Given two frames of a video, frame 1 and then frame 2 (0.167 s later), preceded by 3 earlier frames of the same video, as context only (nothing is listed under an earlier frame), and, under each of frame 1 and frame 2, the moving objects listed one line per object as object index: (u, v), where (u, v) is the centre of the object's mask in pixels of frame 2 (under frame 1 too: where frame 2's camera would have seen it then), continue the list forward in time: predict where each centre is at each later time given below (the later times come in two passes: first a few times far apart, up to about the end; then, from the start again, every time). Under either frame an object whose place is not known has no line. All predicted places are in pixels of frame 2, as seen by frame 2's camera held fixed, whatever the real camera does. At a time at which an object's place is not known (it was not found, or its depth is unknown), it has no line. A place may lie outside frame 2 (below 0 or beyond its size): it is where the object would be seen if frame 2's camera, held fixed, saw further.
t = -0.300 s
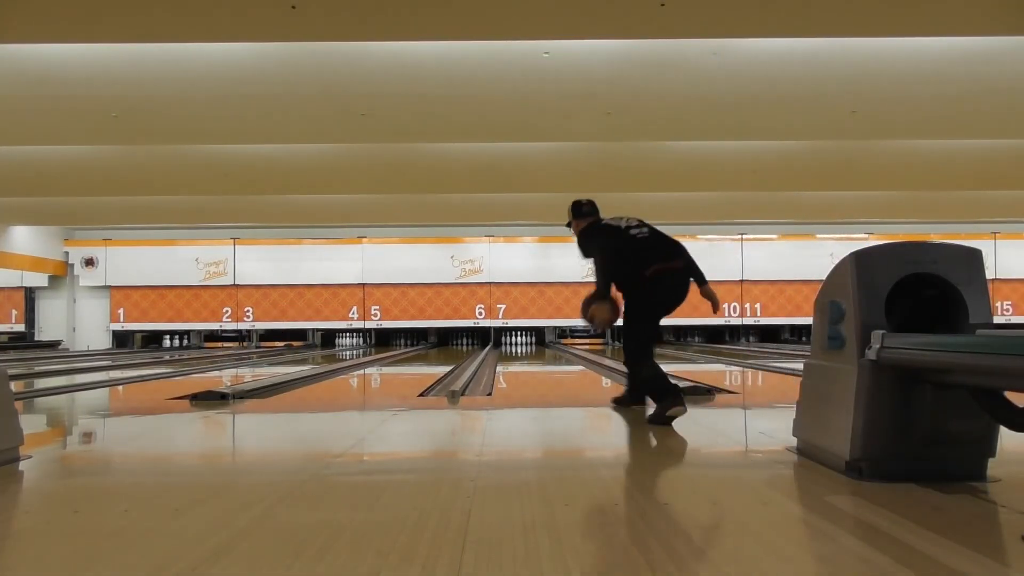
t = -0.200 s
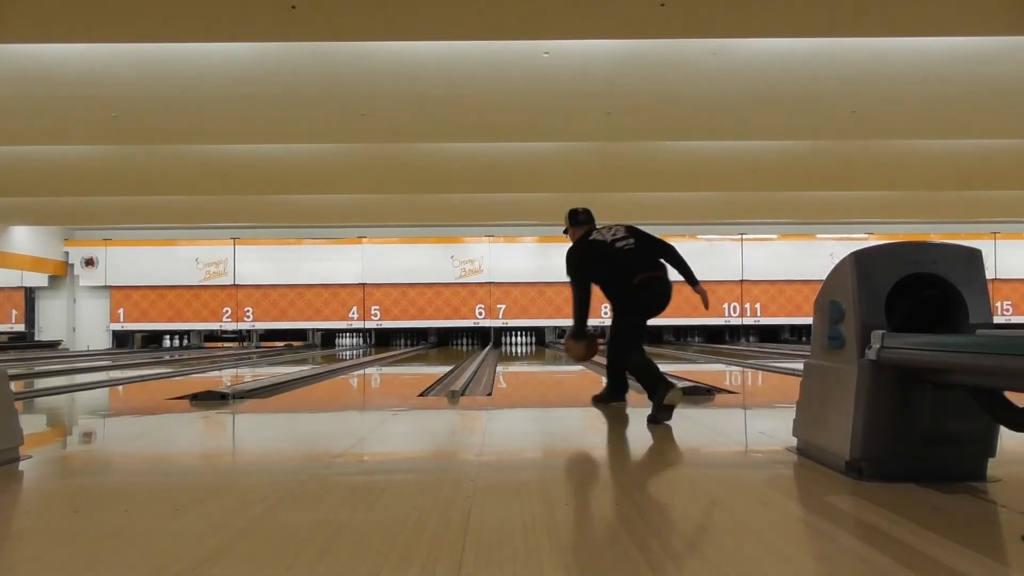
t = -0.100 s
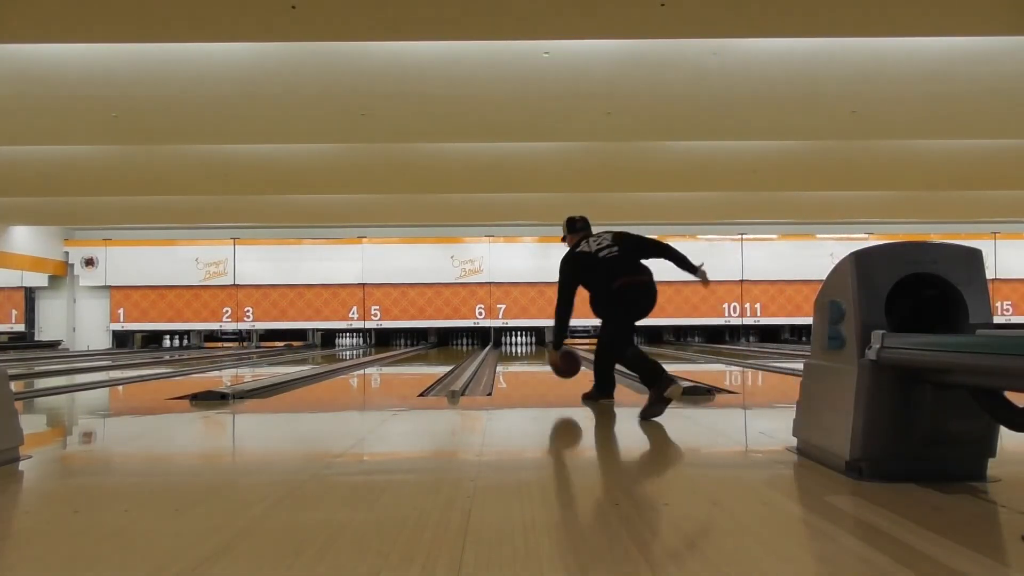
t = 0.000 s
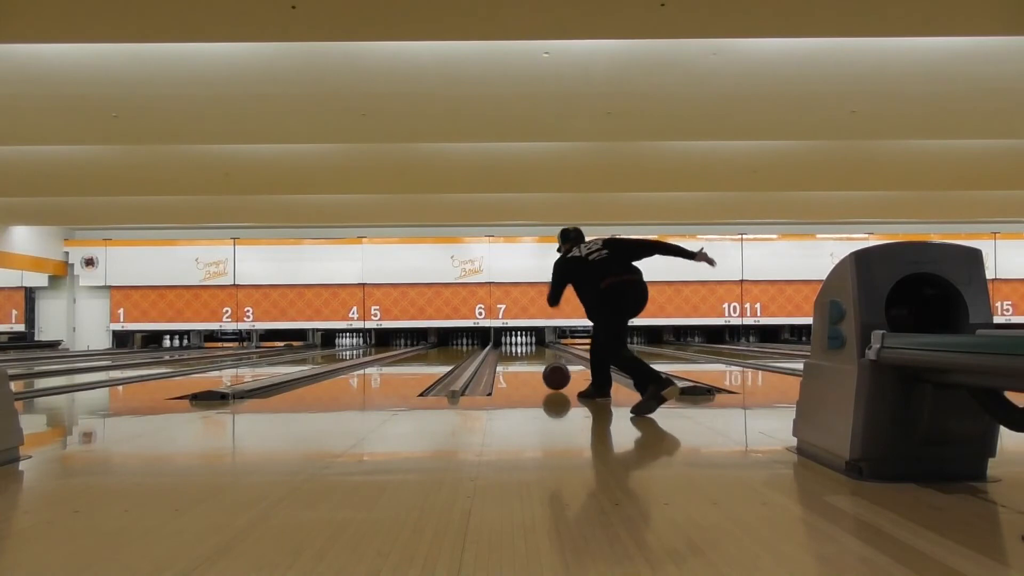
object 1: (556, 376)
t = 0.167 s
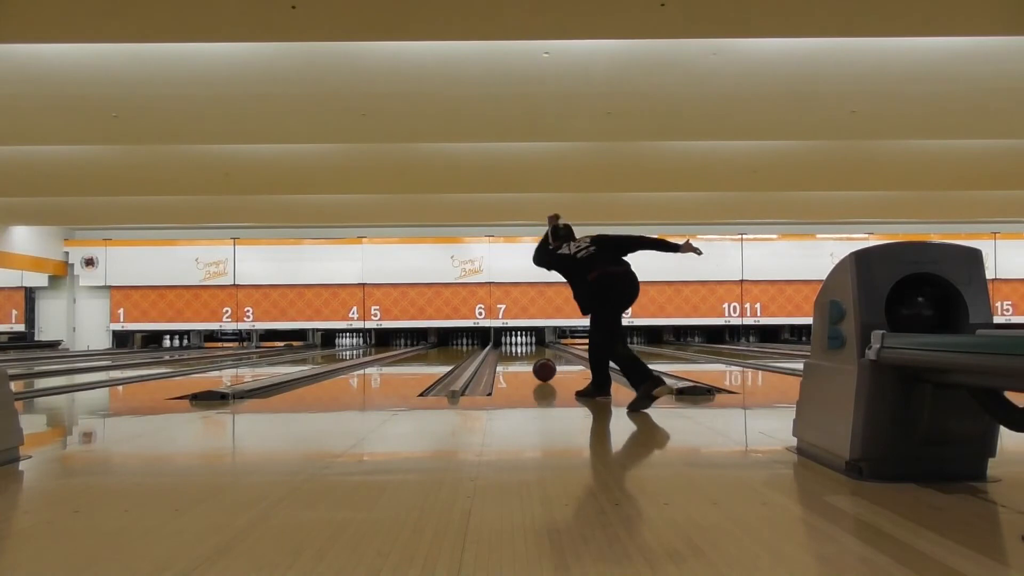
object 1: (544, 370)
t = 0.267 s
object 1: (539, 367)
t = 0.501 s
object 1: (529, 361)
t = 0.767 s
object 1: (521, 355)
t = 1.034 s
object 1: (516, 352)
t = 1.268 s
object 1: (513, 350)
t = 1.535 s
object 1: (510, 347)
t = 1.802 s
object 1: (508, 346)
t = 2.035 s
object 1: (507, 344)
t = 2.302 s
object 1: (507, 344)
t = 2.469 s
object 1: (508, 343)
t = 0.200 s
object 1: (542, 368)
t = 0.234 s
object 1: (540, 368)
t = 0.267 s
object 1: (539, 367)
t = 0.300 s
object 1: (537, 366)
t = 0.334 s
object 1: (535, 364)
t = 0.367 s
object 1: (534, 364)
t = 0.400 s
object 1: (533, 363)
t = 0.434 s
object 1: (531, 362)
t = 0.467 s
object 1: (530, 361)
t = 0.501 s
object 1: (529, 361)
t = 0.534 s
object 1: (528, 361)
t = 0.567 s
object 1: (527, 359)
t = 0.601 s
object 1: (526, 358)
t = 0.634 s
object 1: (525, 358)
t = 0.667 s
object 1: (524, 357)
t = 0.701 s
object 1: (522, 356)
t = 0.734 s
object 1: (522, 356)
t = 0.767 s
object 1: (521, 355)
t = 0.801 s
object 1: (521, 355)
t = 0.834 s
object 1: (520, 355)
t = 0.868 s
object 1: (519, 354)
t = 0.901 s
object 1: (519, 354)
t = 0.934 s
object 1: (518, 353)
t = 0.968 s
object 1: (517, 353)
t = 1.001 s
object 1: (517, 352)
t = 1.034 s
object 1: (516, 352)
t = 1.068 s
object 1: (516, 351)
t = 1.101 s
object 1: (515, 351)
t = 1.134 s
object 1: (515, 351)
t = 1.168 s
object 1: (514, 350)
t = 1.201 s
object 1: (514, 350)
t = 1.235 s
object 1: (513, 350)
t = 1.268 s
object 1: (513, 350)
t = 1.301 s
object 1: (512, 350)
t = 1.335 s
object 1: (512, 349)
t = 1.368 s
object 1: (511, 349)
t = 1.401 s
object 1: (511, 349)
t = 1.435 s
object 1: (511, 348)
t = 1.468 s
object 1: (511, 348)
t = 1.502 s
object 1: (511, 348)
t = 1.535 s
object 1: (510, 347)
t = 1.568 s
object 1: (510, 347)
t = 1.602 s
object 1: (509, 347)
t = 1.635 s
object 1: (509, 347)
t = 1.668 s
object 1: (508, 346)
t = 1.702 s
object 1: (509, 346)
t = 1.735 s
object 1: (509, 346)
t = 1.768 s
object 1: (508, 346)
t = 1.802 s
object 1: (508, 346)
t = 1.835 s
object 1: (508, 346)
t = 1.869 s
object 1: (508, 345)
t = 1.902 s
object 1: (508, 345)
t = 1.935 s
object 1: (507, 345)
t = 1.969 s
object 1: (507, 345)
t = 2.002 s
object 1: (507, 344)
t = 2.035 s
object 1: (507, 344)
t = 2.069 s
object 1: (507, 344)
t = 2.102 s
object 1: (507, 344)
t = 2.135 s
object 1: (507, 344)
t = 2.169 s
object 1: (507, 344)
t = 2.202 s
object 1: (507, 344)
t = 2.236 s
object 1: (507, 344)
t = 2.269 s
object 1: (507, 344)
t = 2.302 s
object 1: (507, 344)
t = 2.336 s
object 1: (507, 344)
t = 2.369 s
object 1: (508, 343)
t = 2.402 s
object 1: (508, 343)
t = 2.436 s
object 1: (508, 343)
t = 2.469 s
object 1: (508, 343)
